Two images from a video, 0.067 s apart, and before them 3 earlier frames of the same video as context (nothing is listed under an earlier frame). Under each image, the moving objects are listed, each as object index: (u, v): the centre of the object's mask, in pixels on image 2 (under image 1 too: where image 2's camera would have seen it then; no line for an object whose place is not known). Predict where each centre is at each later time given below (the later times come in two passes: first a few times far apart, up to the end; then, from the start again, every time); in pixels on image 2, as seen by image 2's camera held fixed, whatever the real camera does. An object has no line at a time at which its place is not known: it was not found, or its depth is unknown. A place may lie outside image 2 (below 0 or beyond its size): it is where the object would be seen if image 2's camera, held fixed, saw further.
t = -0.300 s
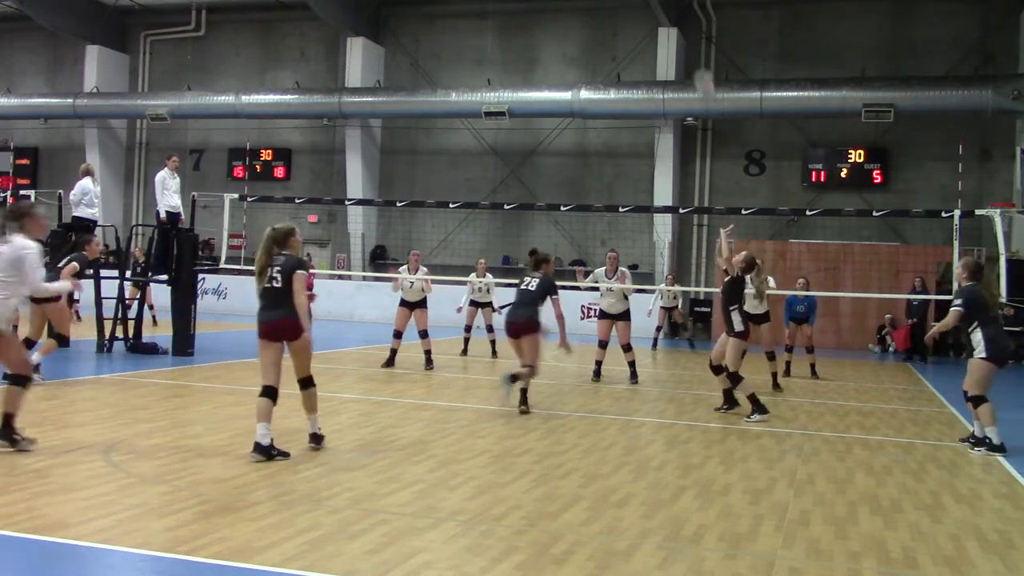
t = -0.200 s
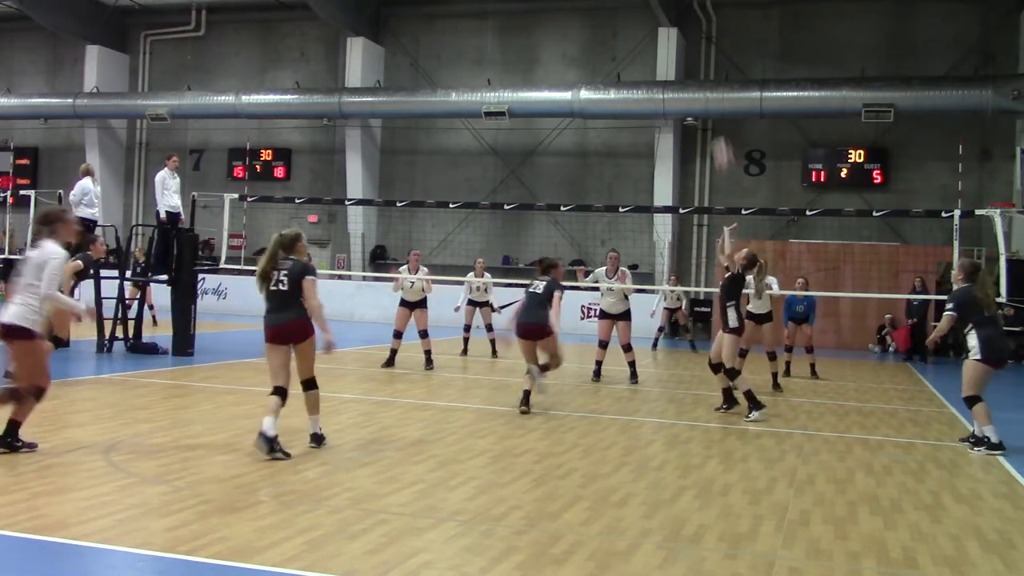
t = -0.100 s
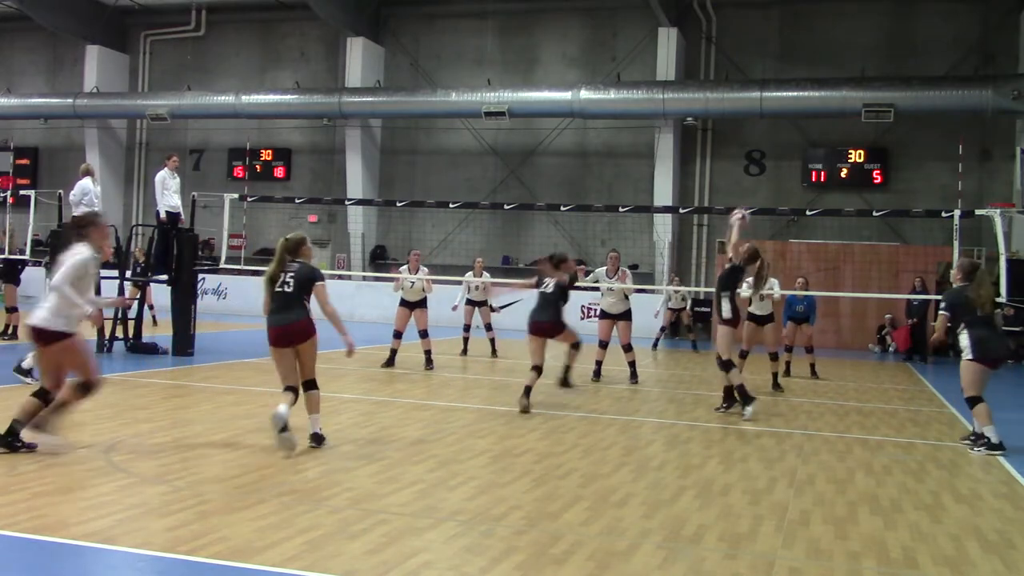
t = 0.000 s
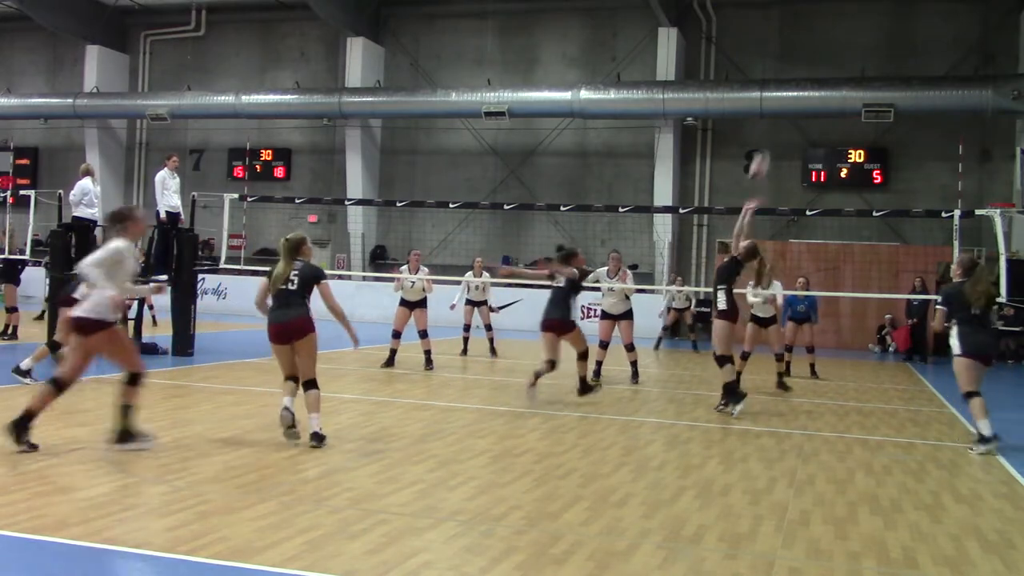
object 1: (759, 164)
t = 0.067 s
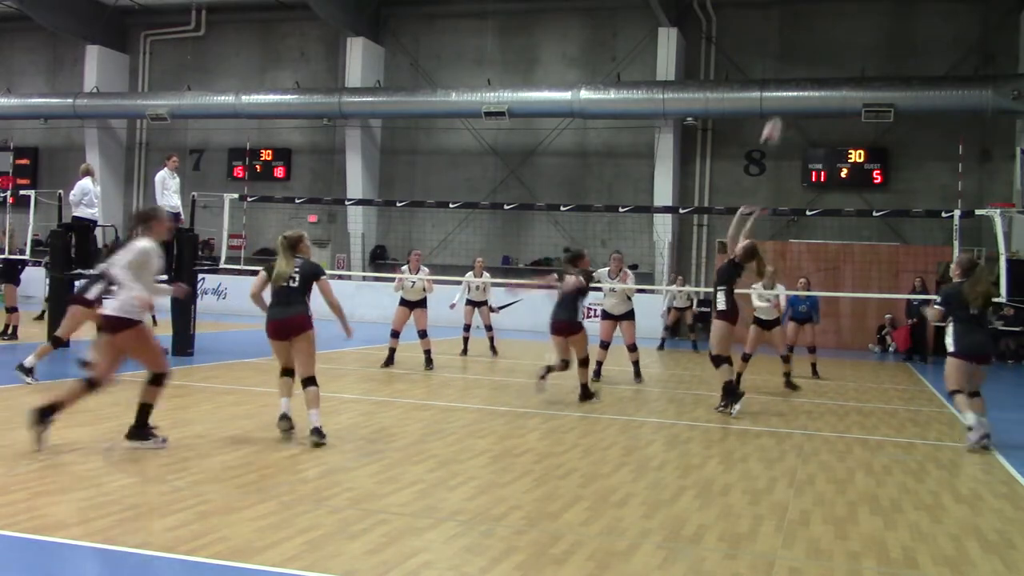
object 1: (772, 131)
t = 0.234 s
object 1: (803, 66)
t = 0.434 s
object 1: (838, 25)
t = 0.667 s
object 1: (875, 28)
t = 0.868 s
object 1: (905, 72)
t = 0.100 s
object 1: (777, 116)
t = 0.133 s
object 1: (784, 102)
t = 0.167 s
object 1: (790, 86)
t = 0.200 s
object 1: (796, 76)
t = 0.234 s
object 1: (803, 66)
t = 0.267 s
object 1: (809, 55)
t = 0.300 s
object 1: (815, 47)
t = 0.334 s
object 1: (820, 40)
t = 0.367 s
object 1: (826, 34)
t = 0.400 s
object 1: (832, 29)
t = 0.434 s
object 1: (838, 25)
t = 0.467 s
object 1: (843, 23)
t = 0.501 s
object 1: (849, 21)
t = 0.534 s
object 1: (854, 20)
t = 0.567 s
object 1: (859, 20)
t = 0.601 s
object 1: (865, 22)
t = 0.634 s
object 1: (870, 24)
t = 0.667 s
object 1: (875, 28)
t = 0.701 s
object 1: (880, 32)
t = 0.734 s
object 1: (886, 38)
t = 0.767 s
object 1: (891, 45)
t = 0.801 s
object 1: (896, 53)
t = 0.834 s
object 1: (901, 62)
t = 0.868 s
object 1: (905, 72)
